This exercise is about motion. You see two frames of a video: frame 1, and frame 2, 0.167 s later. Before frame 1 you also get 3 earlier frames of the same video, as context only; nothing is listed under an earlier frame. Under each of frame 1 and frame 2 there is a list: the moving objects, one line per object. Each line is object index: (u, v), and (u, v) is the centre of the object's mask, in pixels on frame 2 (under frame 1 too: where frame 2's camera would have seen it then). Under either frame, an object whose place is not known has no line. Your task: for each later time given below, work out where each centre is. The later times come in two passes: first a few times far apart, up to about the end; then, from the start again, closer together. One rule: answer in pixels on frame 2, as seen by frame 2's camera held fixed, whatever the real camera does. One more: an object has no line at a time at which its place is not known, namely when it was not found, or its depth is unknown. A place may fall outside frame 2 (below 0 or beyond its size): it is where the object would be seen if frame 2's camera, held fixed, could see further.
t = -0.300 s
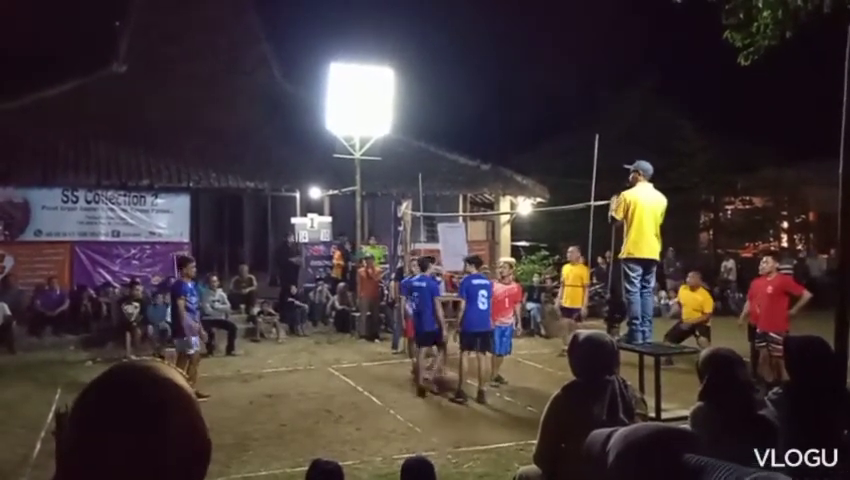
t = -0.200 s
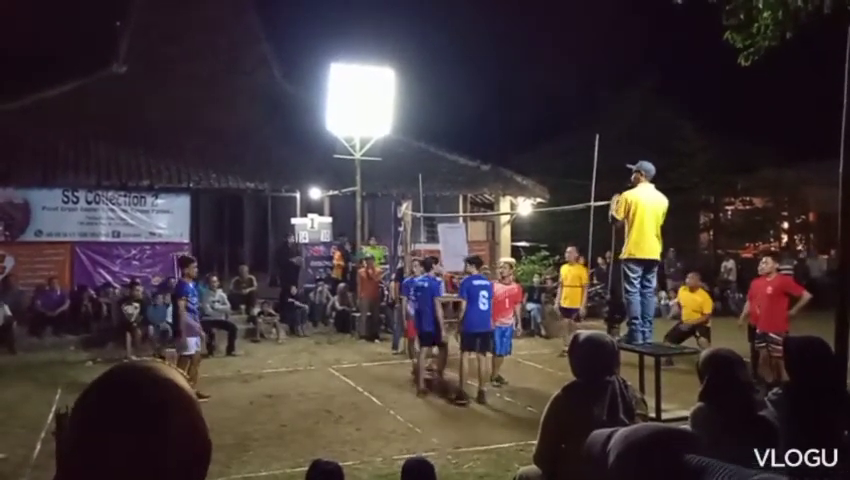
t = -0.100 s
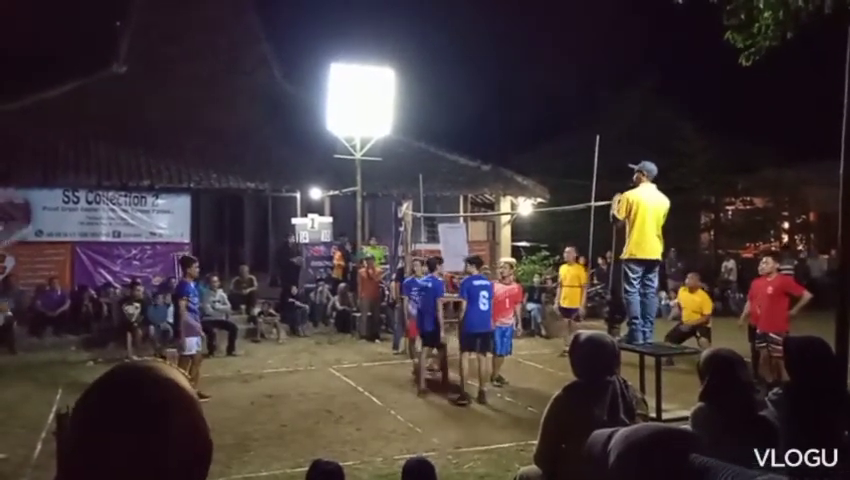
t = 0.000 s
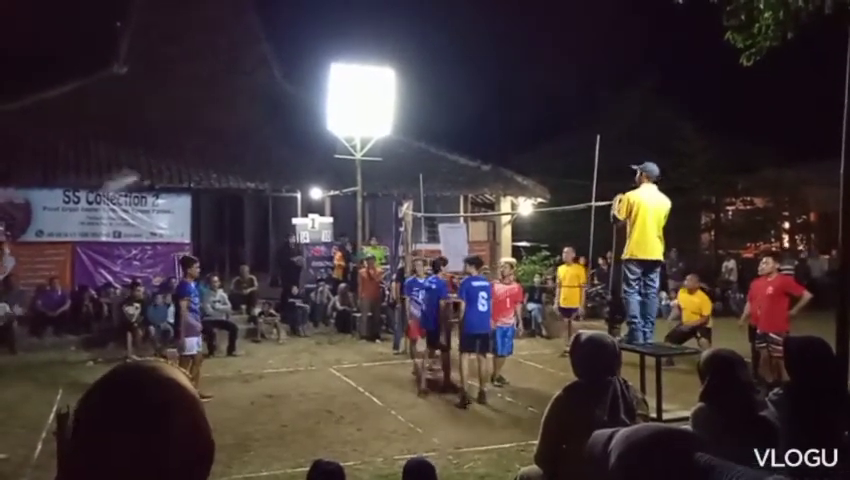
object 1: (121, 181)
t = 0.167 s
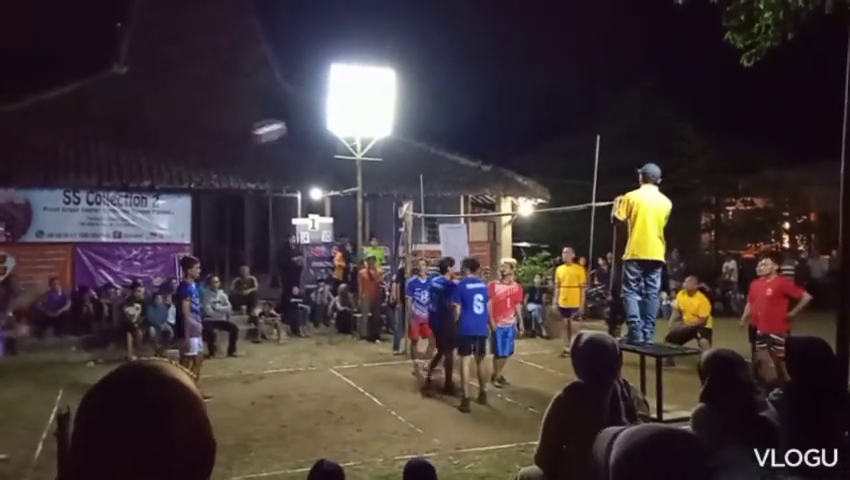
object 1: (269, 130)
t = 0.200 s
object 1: (294, 125)
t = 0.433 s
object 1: (456, 114)
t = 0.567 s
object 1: (532, 129)
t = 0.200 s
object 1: (294, 125)
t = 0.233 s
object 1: (315, 120)
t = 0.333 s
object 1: (401, 114)
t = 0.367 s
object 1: (416, 111)
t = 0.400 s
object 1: (436, 112)
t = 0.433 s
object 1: (456, 114)
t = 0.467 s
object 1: (476, 116)
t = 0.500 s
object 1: (496, 120)
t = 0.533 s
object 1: (513, 123)
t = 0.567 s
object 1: (532, 129)
